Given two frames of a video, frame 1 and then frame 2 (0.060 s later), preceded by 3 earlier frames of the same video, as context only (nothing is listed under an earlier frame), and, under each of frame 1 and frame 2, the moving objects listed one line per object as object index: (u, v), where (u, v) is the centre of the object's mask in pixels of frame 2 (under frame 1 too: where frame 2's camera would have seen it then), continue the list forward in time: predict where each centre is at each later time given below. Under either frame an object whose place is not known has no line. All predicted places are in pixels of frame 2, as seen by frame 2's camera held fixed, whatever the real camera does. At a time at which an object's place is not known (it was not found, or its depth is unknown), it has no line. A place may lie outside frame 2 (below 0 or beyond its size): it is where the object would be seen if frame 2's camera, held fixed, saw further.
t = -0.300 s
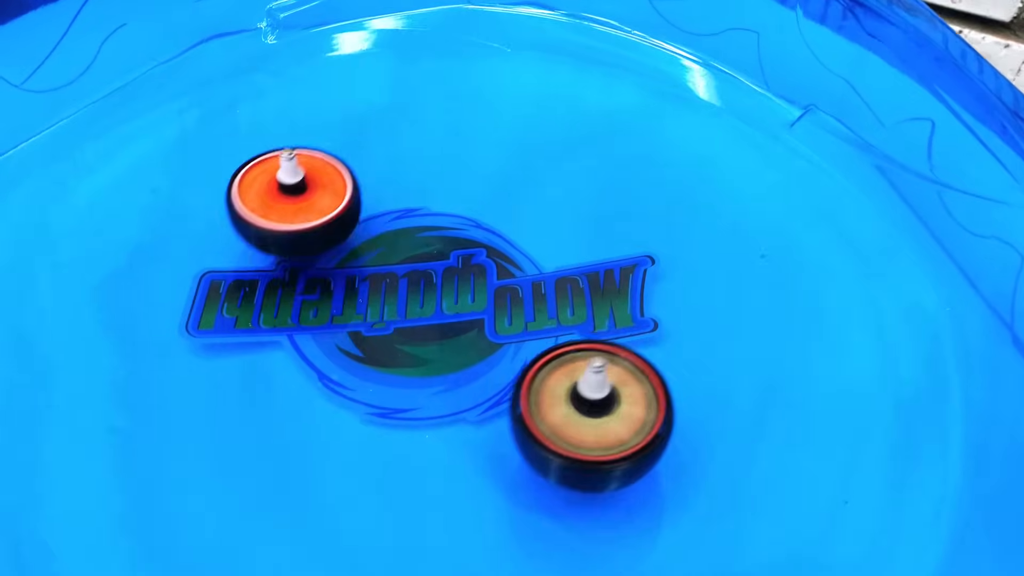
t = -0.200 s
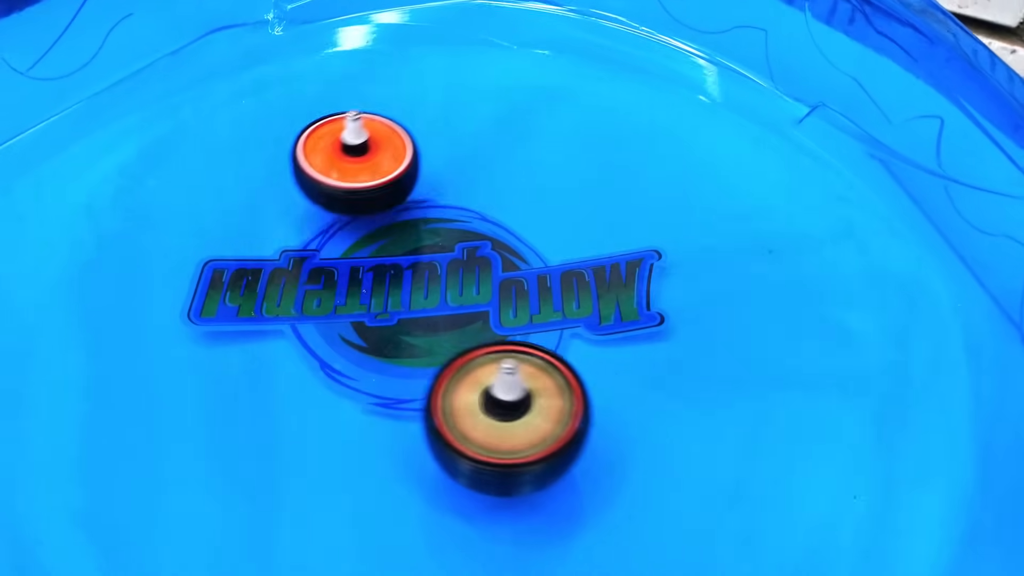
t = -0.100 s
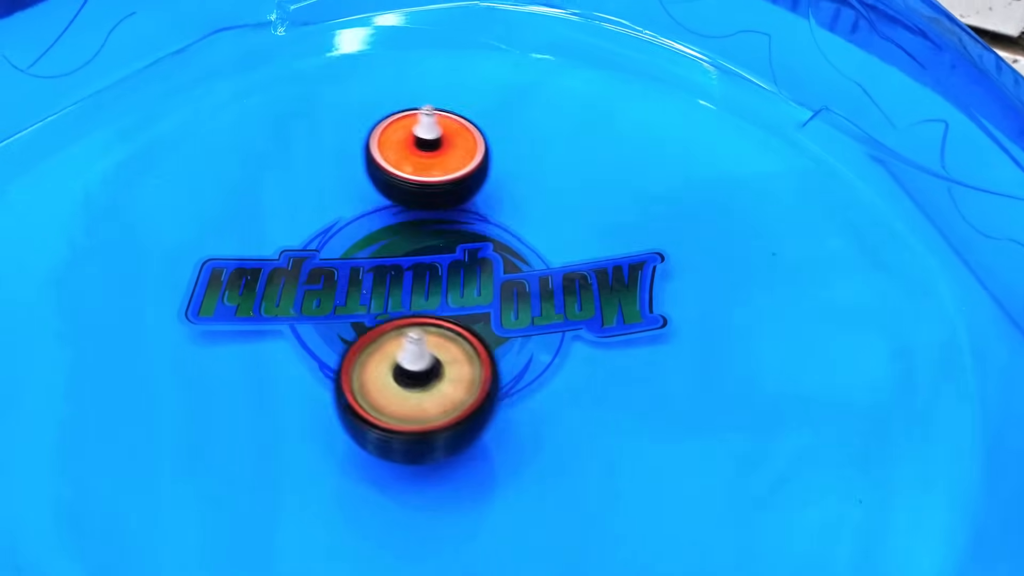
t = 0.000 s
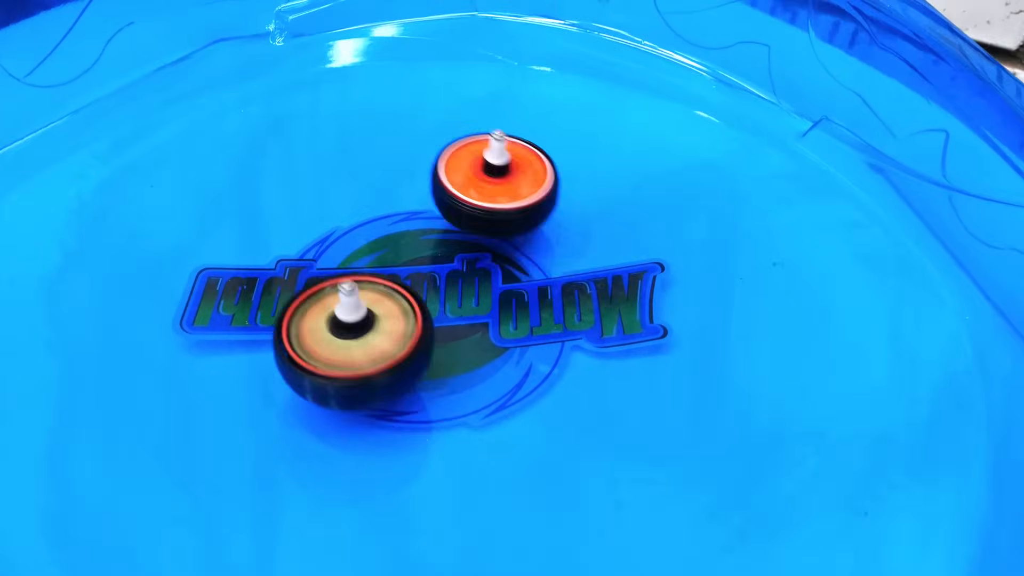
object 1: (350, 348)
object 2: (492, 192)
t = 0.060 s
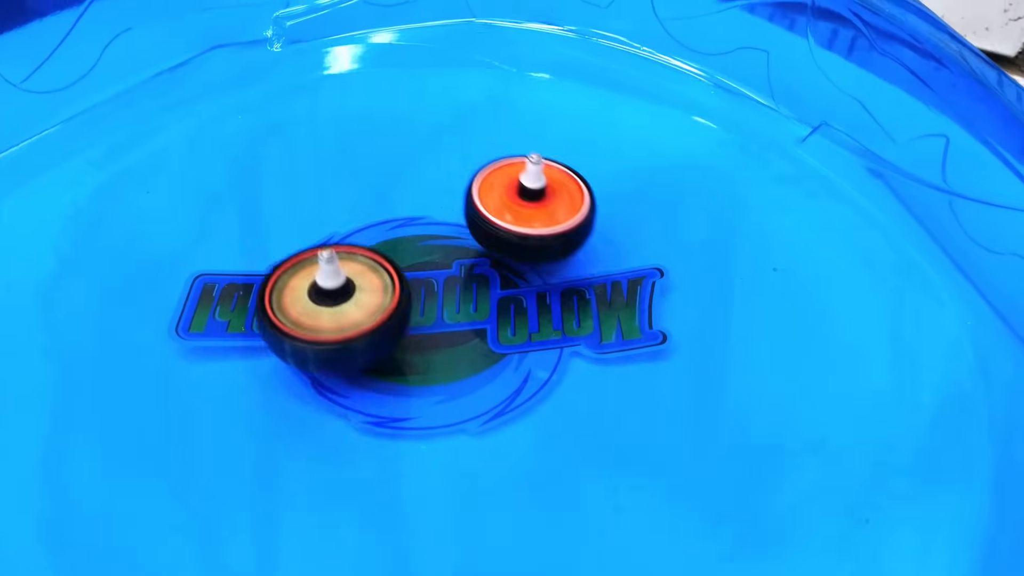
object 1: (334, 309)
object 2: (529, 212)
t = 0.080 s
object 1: (332, 297)
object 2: (540, 220)
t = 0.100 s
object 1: (331, 284)
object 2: (551, 226)
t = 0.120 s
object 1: (331, 273)
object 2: (560, 236)
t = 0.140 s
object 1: (333, 260)
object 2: (569, 246)
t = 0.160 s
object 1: (335, 249)
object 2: (577, 256)
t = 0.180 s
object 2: (584, 266)
